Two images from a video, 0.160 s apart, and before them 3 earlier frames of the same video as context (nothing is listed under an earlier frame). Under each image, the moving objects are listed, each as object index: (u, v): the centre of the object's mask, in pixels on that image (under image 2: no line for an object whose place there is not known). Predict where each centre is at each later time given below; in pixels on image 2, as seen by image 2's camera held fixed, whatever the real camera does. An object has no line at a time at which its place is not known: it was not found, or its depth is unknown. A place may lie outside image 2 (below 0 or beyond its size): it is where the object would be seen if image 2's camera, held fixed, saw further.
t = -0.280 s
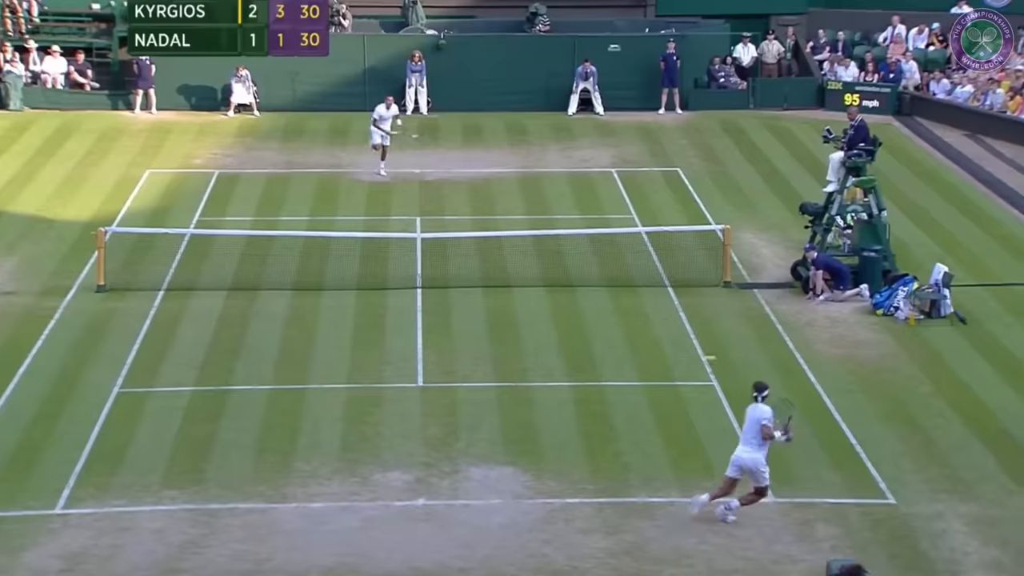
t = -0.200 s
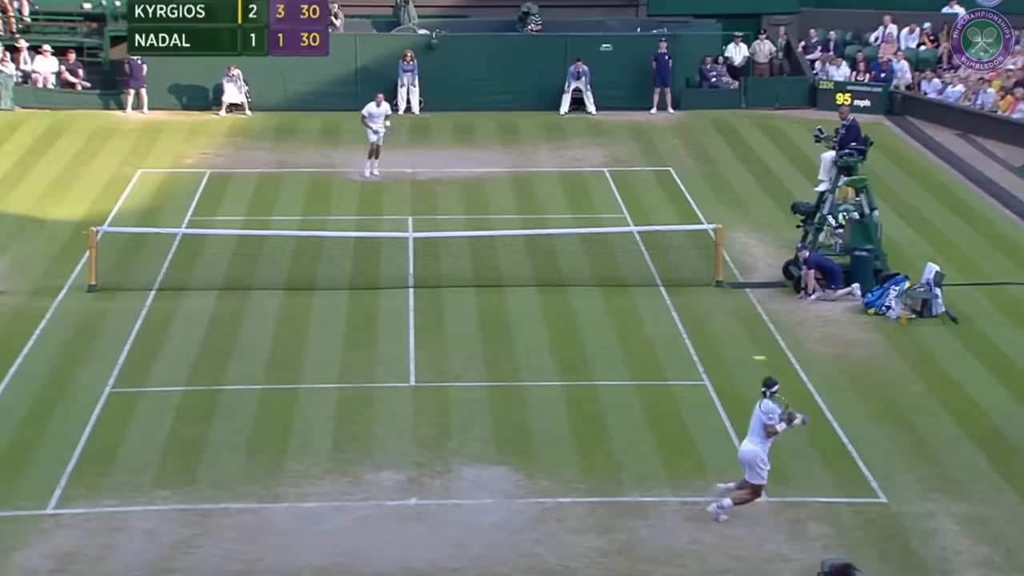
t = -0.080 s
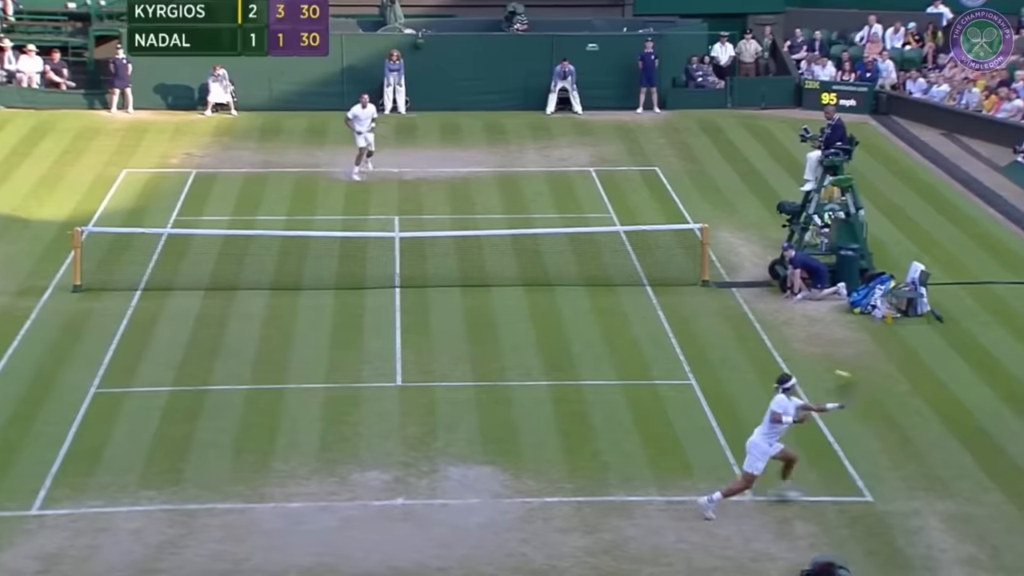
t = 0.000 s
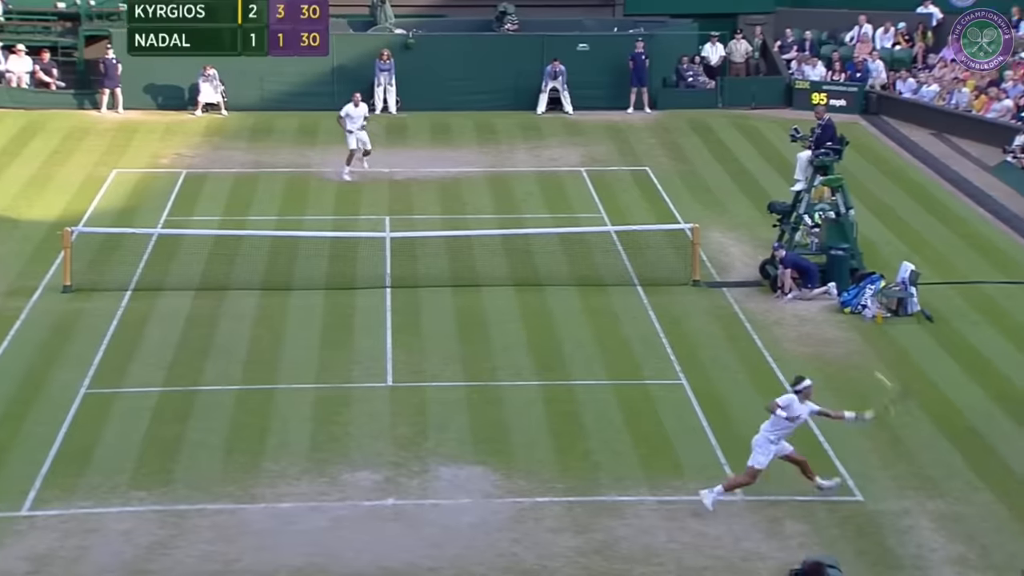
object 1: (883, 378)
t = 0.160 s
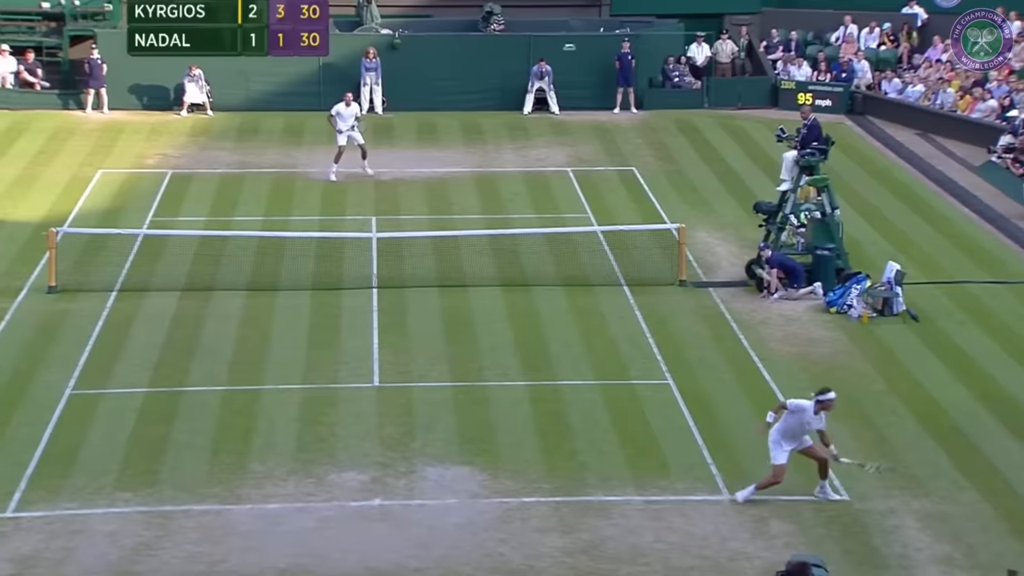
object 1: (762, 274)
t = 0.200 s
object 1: (741, 254)
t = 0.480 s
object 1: (615, 162)
